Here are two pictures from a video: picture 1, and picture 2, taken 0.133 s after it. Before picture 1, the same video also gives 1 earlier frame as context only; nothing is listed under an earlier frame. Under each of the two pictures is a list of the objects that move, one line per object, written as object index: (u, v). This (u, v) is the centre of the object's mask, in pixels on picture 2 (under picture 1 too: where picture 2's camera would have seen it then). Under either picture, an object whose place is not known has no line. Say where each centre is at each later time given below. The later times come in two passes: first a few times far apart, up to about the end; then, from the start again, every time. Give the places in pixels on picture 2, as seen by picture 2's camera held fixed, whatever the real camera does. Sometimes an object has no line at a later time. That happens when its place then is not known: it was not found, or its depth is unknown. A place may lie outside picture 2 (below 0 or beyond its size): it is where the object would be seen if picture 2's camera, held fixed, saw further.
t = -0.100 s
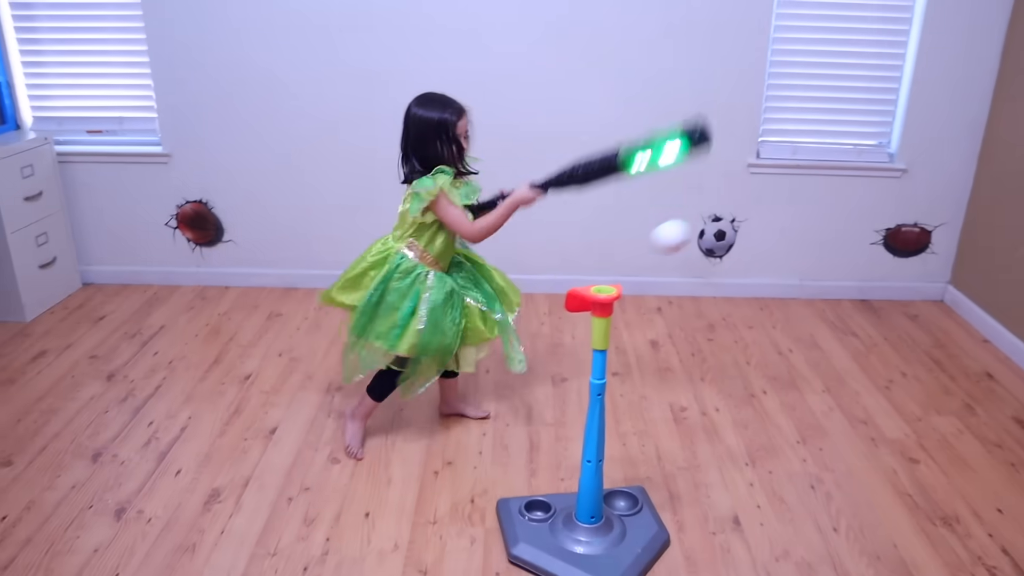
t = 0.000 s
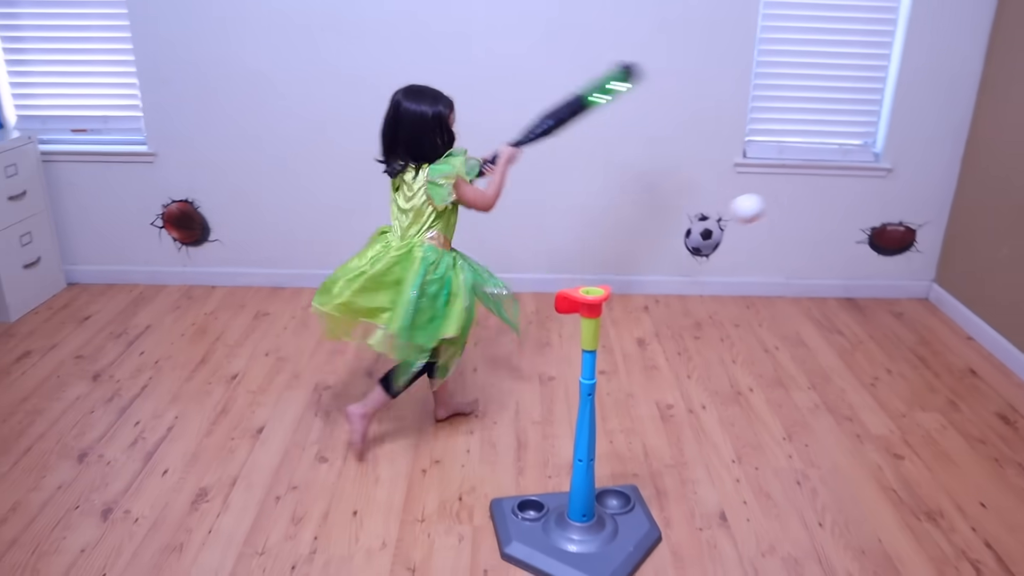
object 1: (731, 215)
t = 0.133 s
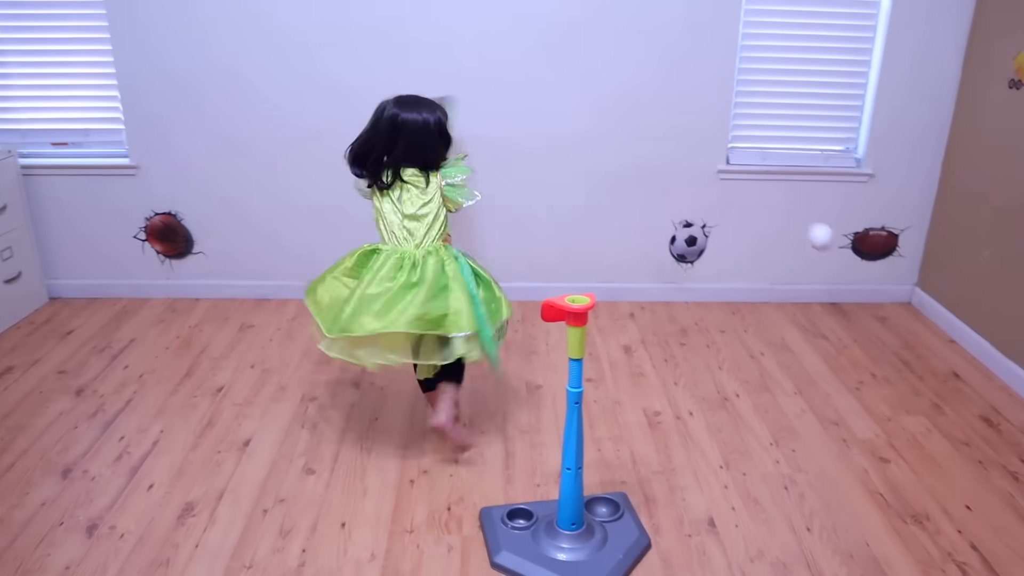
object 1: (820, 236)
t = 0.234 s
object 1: (867, 284)
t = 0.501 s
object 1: (969, 277)
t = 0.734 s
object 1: (895, 229)
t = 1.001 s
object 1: (776, 291)
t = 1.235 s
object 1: (754, 261)
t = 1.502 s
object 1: (731, 293)
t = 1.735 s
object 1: (706, 316)
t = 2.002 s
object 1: (678, 324)
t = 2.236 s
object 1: (654, 332)
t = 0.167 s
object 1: (837, 249)
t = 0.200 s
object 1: (853, 265)
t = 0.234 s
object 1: (867, 284)
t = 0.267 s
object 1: (879, 306)
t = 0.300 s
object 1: (890, 327)
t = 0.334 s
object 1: (899, 351)
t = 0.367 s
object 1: (909, 364)
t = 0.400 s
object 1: (925, 338)
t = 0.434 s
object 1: (941, 313)
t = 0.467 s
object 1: (956, 294)
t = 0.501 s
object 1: (969, 277)
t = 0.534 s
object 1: (981, 263)
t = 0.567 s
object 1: (969, 250)
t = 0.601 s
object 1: (955, 240)
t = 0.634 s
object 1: (940, 233)
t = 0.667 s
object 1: (927, 229)
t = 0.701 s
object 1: (910, 227)
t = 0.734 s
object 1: (895, 229)
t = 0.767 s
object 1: (878, 233)
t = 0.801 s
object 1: (862, 239)
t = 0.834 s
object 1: (846, 247)
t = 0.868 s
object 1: (829, 260)
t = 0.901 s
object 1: (812, 273)
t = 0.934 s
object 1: (795, 288)
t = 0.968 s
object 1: (779, 304)
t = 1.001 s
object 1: (776, 291)
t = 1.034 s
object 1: (770, 276)
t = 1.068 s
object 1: (766, 264)
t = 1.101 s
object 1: (762, 256)
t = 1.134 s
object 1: (760, 253)
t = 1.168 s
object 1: (759, 253)
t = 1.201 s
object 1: (757, 256)
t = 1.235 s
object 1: (754, 261)
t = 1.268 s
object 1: (752, 267)
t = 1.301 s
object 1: (749, 277)
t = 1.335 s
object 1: (745, 290)
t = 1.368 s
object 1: (740, 307)
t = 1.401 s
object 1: (737, 311)
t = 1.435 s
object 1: (735, 303)
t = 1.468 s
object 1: (732, 297)
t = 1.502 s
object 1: (731, 293)
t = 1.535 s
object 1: (728, 293)
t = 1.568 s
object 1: (724, 294)
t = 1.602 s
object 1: (720, 299)
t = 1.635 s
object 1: (716, 307)
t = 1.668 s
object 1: (712, 317)
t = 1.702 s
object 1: (708, 321)
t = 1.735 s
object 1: (706, 316)
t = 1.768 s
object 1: (702, 313)
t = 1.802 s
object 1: (699, 313)
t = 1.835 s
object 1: (695, 315)
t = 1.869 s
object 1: (691, 319)
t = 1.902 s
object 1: (687, 326)
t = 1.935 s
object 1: (684, 325)
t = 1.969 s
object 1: (681, 323)
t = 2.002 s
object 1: (678, 324)
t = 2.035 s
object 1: (675, 326)
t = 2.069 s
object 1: (671, 331)
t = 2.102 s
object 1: (668, 329)
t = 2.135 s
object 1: (664, 329)
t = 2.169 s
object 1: (661, 332)
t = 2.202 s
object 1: (657, 332)
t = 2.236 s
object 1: (654, 332)
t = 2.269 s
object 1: (650, 334)
